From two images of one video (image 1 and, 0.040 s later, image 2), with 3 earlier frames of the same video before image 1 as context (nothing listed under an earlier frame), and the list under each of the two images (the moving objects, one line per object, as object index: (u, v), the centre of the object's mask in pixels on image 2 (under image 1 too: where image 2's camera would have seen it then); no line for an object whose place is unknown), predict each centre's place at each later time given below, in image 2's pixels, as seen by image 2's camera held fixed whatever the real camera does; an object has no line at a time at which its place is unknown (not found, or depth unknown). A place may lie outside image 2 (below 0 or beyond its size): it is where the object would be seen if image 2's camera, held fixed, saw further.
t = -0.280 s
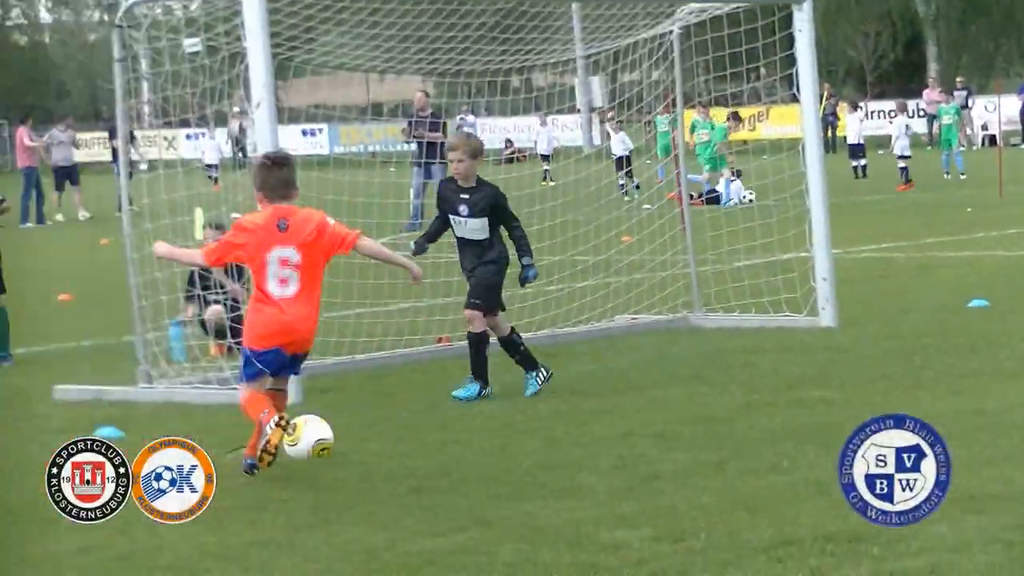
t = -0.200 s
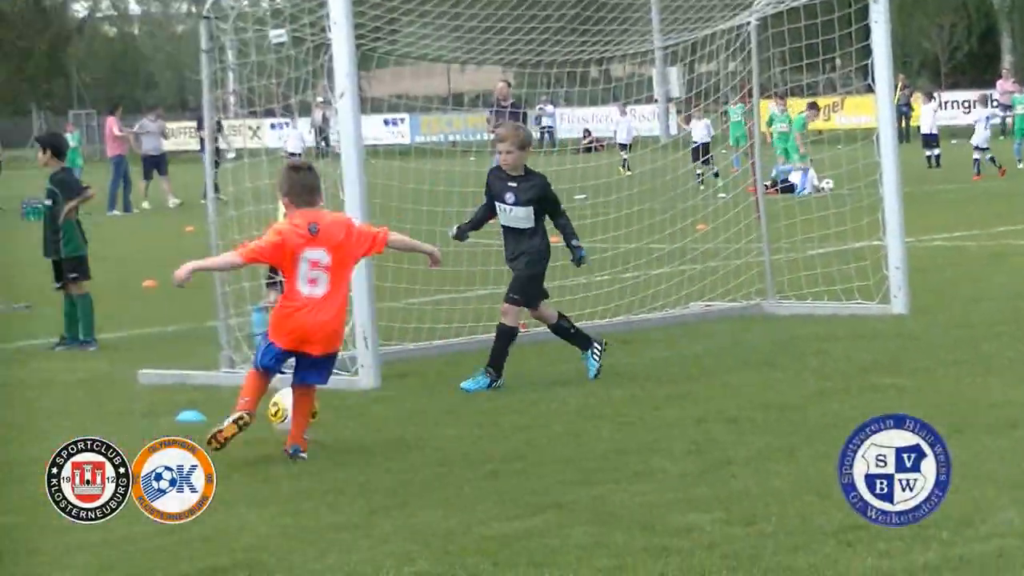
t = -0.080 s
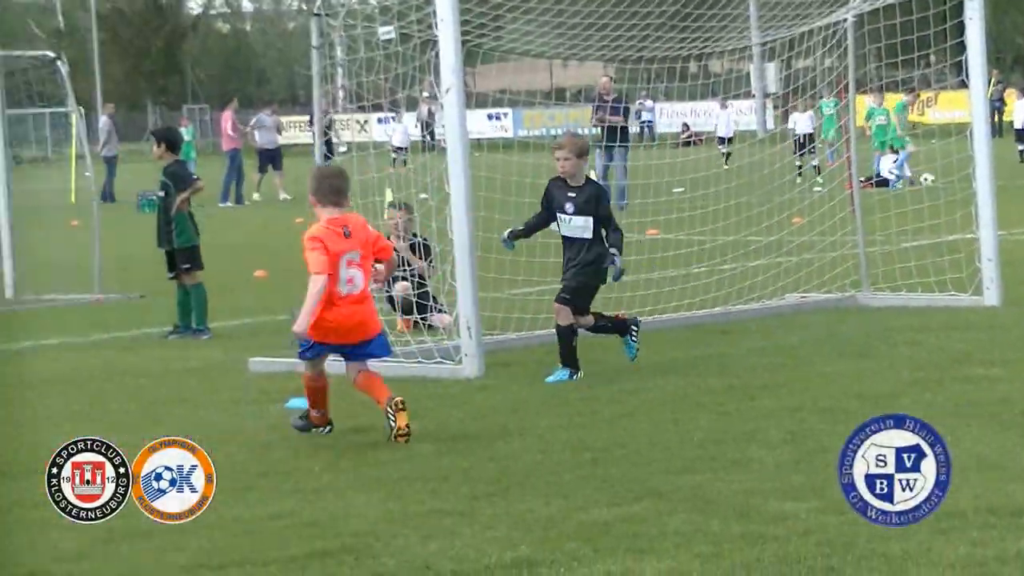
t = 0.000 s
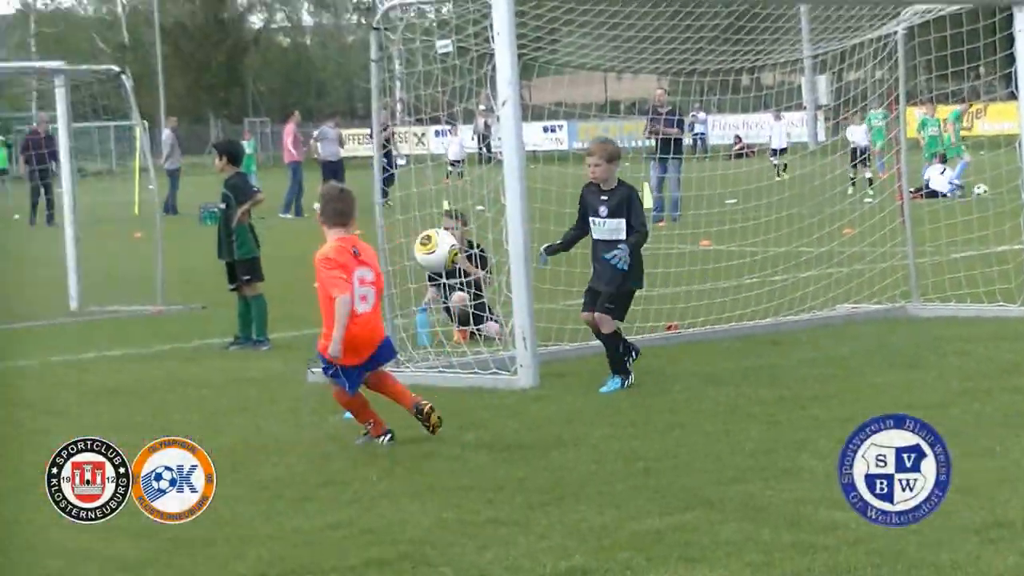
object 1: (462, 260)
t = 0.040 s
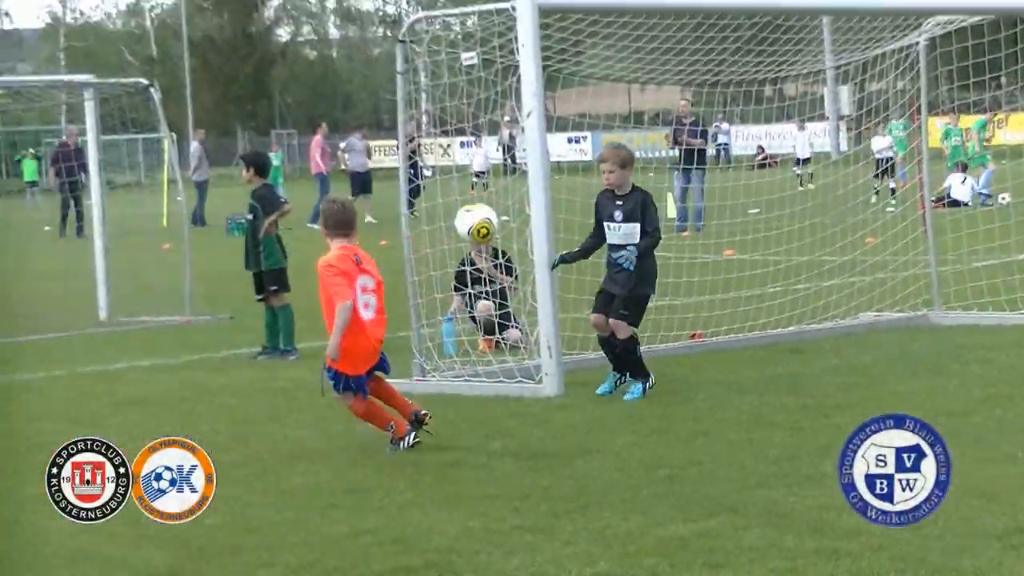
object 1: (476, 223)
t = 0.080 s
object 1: (489, 191)
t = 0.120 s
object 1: (503, 165)
